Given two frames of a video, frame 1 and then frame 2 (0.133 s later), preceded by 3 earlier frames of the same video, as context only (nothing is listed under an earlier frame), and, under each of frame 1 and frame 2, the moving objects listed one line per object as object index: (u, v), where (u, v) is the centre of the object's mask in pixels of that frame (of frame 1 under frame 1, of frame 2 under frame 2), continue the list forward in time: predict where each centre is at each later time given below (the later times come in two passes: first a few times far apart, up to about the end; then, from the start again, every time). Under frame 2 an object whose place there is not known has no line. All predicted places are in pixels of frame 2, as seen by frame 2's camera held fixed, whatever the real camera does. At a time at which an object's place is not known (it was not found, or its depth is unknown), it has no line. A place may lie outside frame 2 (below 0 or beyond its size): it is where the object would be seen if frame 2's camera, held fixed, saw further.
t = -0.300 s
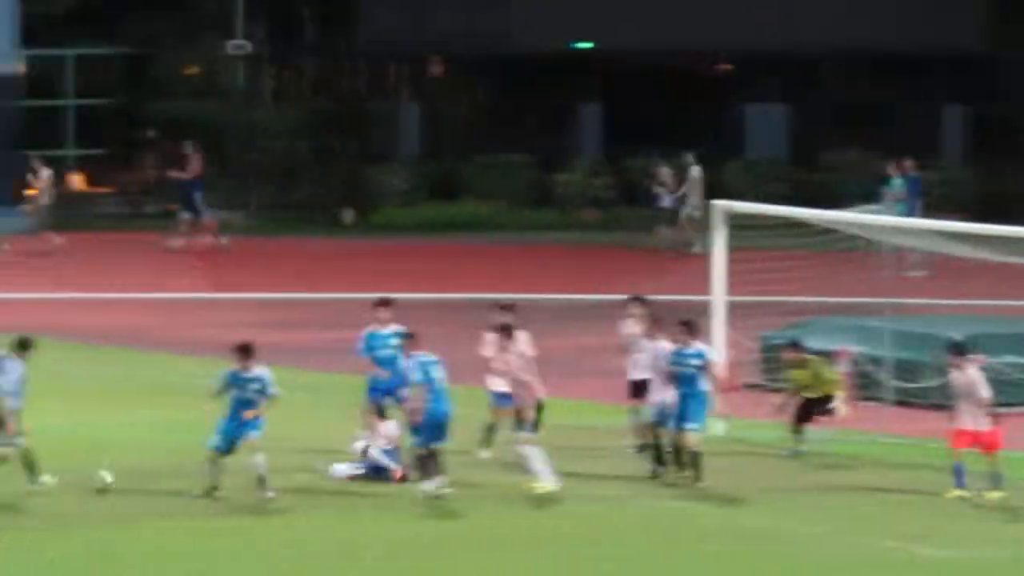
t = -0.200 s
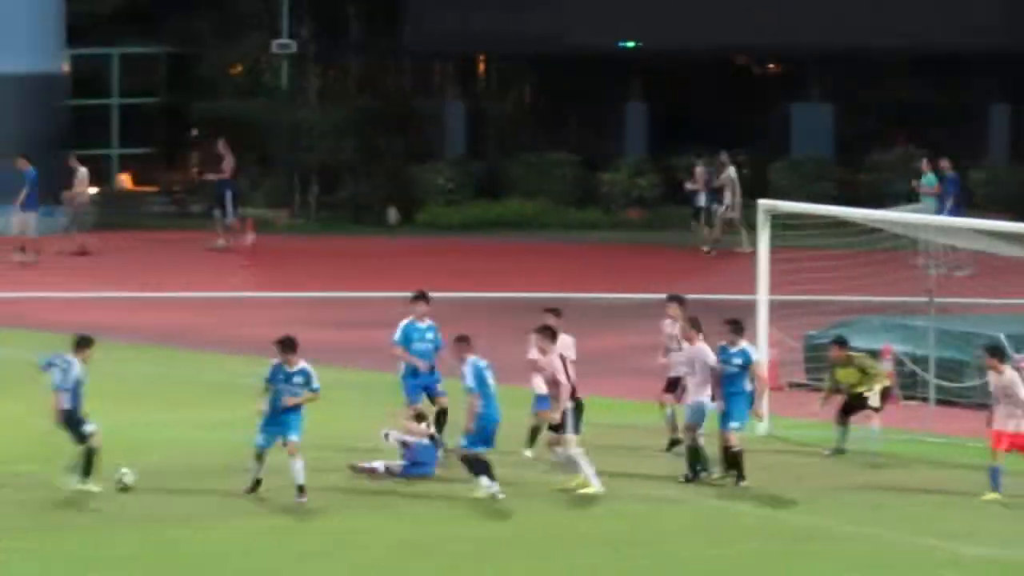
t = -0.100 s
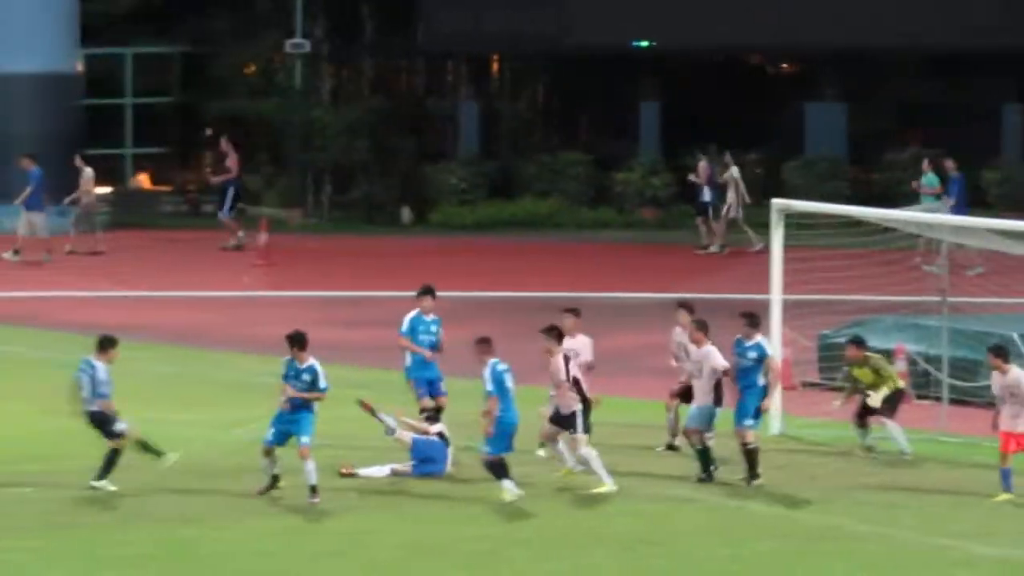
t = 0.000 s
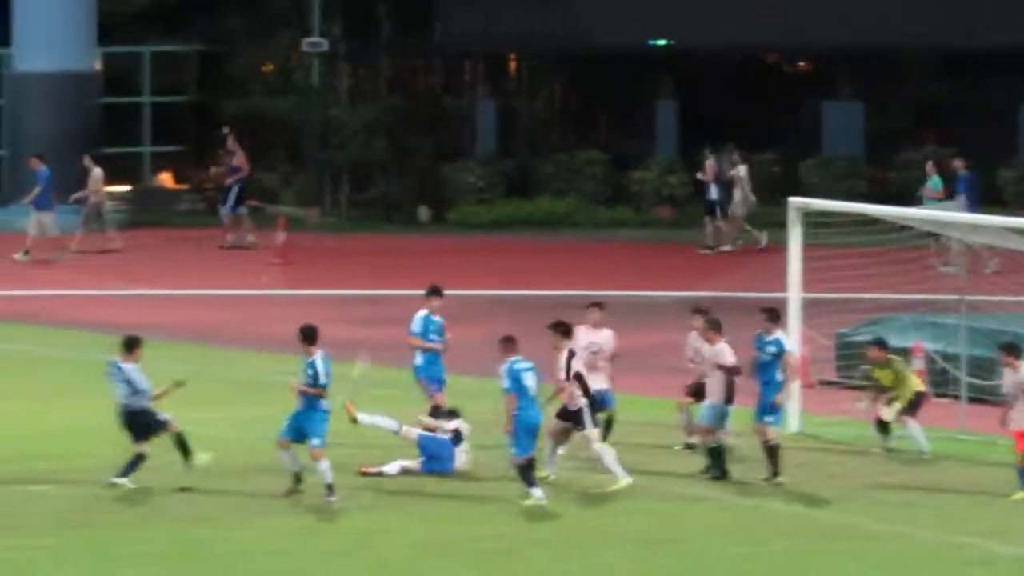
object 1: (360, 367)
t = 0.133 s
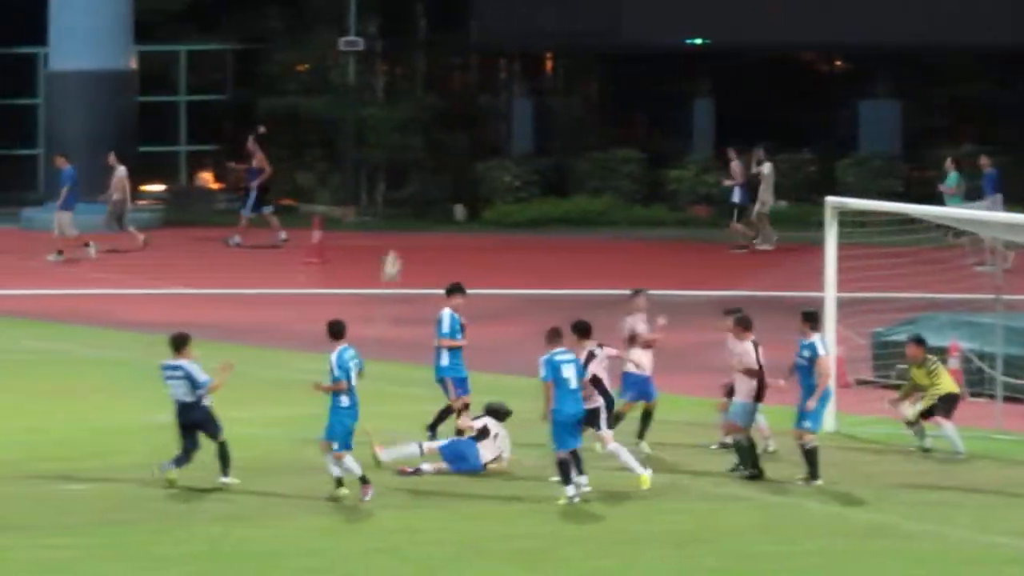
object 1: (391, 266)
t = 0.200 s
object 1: (389, 222)
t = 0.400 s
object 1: (388, 115)
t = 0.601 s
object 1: (389, 46)
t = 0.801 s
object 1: (390, 16)
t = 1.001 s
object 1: (391, 24)
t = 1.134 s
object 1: (392, 51)
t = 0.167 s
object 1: (391, 245)
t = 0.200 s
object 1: (389, 222)
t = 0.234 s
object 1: (389, 202)
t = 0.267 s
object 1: (389, 183)
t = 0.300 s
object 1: (389, 163)
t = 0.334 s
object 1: (388, 147)
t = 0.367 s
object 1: (389, 130)
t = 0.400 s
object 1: (388, 115)
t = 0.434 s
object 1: (388, 100)
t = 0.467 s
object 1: (388, 86)
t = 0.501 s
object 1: (389, 76)
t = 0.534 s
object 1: (388, 65)
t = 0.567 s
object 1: (389, 55)
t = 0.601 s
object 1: (389, 46)
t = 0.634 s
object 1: (388, 38)
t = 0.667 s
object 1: (388, 31)
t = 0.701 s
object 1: (388, 26)
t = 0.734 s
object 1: (389, 22)
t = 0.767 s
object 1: (389, 18)
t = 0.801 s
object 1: (390, 16)
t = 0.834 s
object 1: (389, 15)
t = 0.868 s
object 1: (390, 14)
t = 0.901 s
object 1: (390, 15)
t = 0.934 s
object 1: (390, 17)
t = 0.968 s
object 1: (390, 20)
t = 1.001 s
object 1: (391, 24)
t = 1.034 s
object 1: (391, 29)
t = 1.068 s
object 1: (391, 35)
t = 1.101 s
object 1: (391, 43)
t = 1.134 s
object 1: (392, 51)
